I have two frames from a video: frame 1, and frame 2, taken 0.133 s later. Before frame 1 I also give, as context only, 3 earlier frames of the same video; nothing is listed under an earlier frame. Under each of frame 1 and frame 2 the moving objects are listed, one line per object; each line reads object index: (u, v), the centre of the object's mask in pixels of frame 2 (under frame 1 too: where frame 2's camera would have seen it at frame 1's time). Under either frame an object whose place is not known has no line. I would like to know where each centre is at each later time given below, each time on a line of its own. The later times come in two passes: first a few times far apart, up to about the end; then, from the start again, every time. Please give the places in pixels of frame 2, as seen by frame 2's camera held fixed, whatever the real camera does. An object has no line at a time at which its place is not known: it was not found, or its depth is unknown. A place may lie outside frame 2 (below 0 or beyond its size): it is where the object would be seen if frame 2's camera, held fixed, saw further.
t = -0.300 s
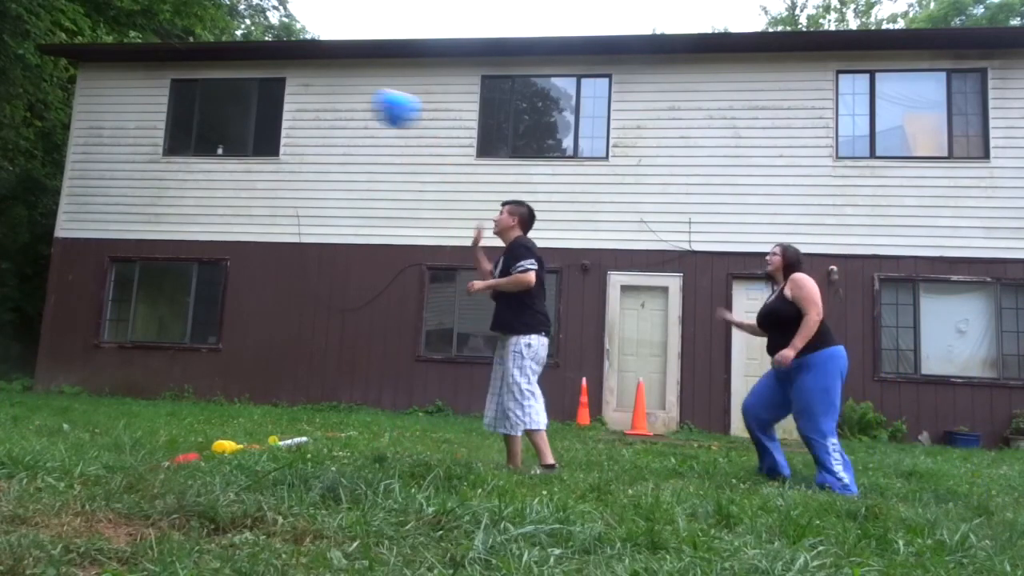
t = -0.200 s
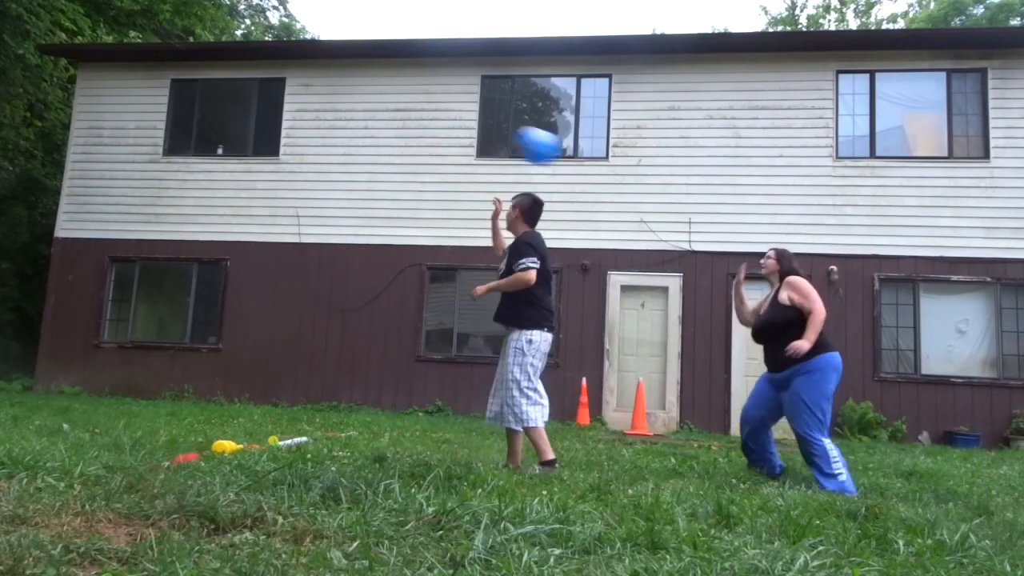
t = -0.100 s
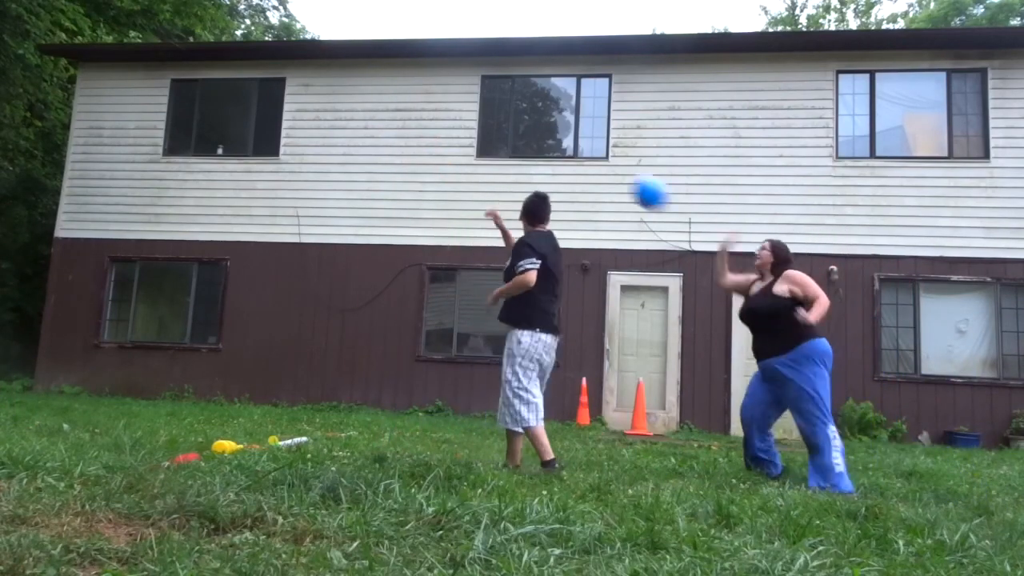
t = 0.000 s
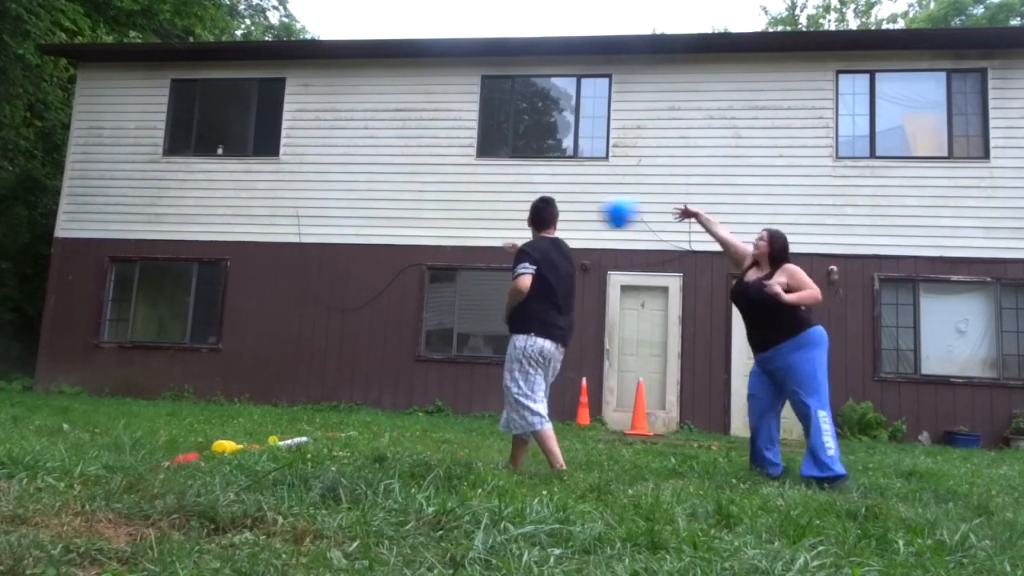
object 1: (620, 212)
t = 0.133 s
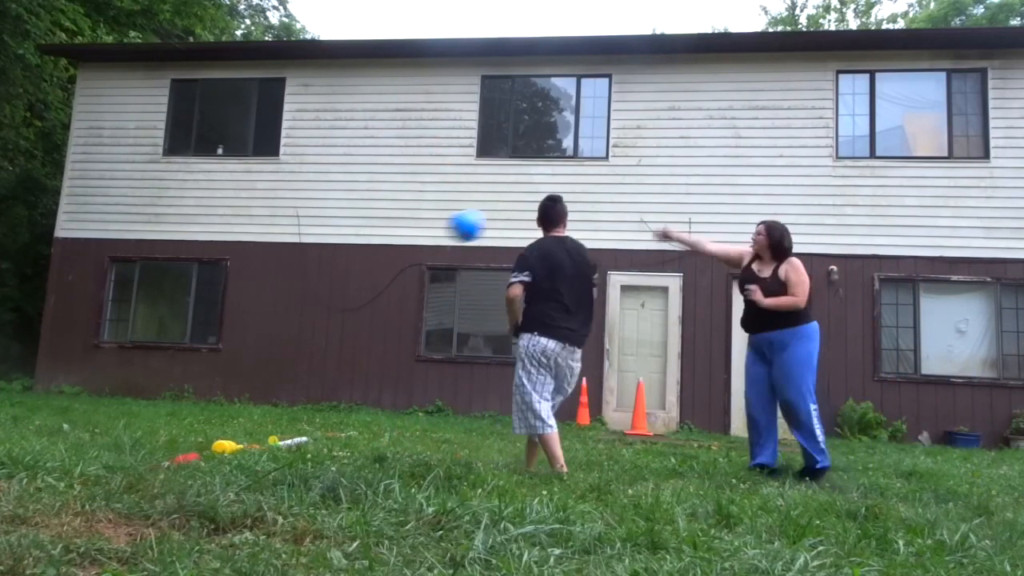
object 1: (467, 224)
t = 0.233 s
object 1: (362, 247)
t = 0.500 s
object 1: (107, 353)
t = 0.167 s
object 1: (432, 231)
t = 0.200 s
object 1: (396, 238)
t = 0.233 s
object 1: (362, 247)
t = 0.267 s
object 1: (327, 257)
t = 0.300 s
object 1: (295, 267)
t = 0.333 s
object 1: (263, 280)
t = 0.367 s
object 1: (232, 291)
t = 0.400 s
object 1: (200, 305)
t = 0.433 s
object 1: (168, 319)
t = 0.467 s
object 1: (138, 337)
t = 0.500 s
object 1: (107, 353)
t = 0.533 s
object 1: (77, 371)
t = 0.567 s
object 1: (46, 389)
